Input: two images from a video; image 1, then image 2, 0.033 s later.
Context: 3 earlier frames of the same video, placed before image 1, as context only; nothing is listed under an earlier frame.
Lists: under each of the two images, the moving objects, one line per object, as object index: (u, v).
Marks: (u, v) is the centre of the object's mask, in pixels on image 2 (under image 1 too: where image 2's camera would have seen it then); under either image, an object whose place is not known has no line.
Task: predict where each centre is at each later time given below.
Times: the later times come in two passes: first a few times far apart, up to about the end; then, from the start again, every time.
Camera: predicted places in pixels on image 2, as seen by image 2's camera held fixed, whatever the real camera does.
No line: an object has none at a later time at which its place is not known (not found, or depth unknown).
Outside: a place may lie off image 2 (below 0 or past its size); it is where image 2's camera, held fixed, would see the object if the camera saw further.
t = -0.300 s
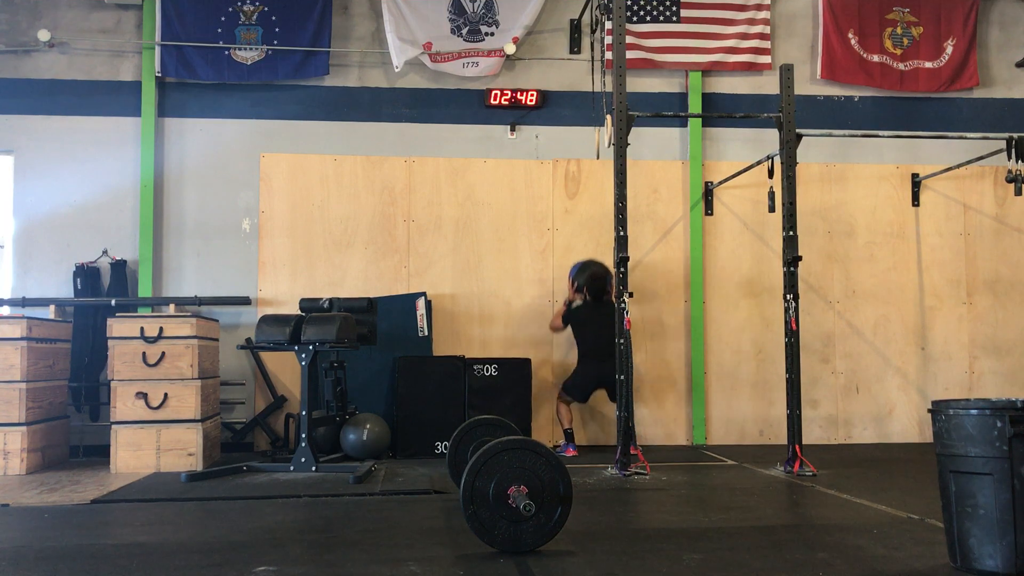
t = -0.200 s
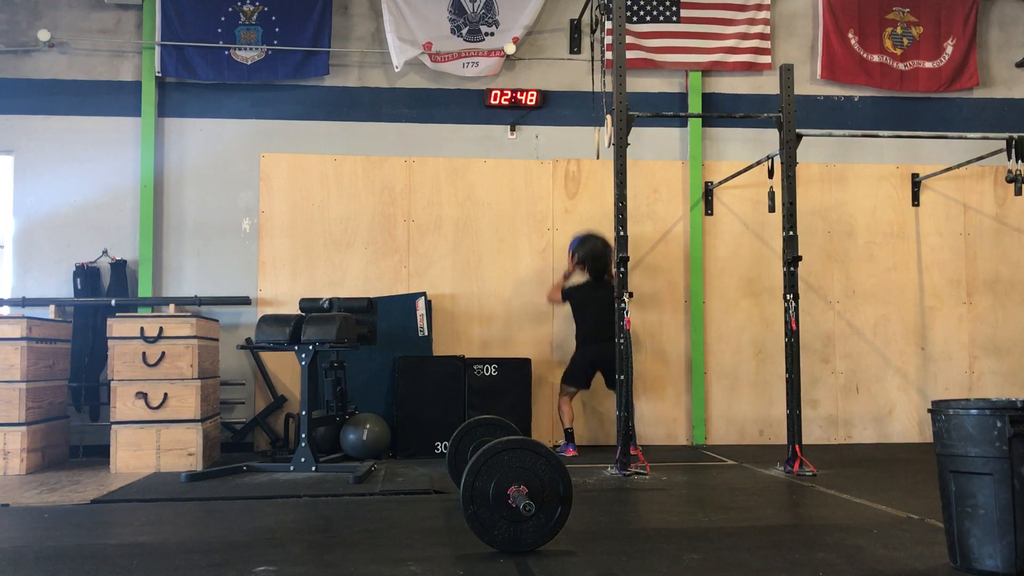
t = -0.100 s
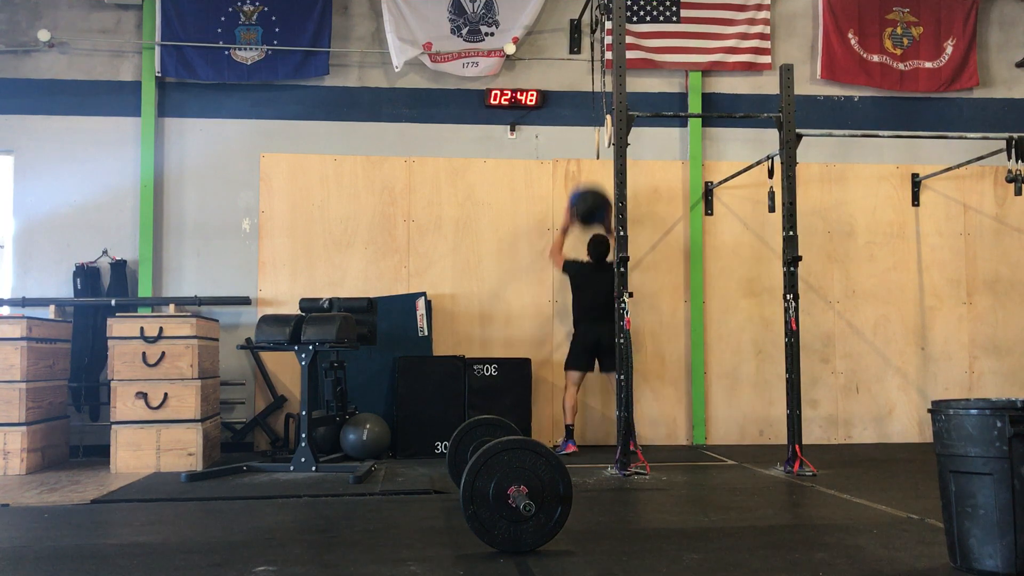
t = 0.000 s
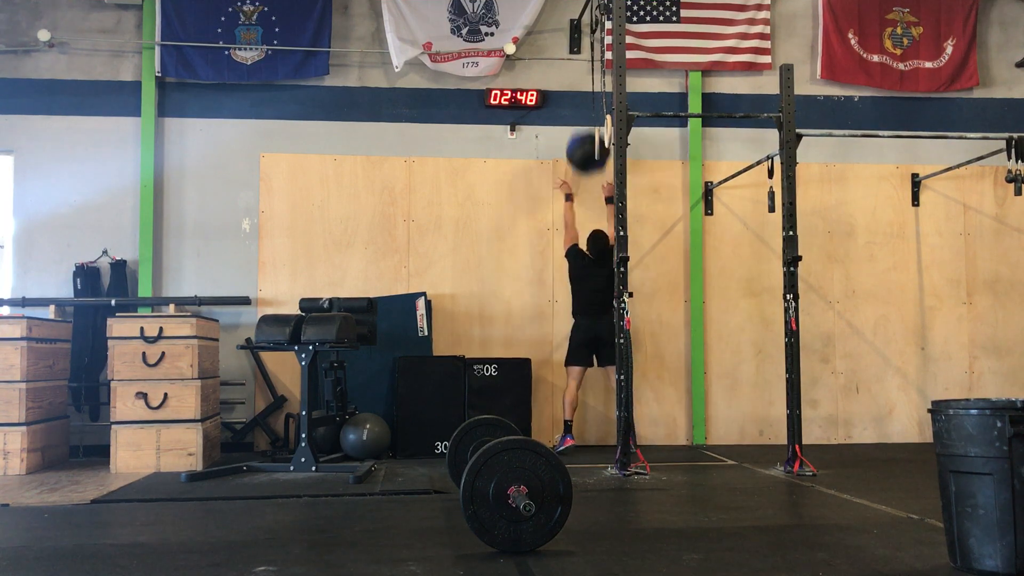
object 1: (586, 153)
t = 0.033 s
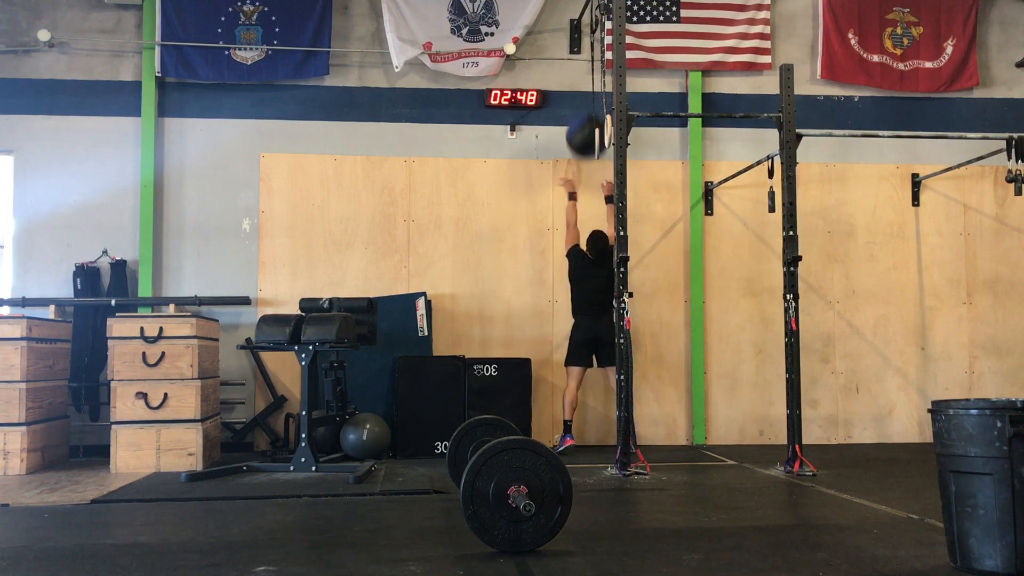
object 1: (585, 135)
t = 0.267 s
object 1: (583, 64)
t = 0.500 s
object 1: (582, 57)
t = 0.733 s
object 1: (581, 110)
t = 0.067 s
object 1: (585, 121)
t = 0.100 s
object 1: (583, 108)
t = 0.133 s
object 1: (583, 95)
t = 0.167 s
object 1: (584, 86)
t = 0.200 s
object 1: (584, 77)
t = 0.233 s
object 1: (583, 71)
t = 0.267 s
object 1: (583, 64)
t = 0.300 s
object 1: (583, 60)
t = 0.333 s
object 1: (582, 56)
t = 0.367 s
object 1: (582, 54)
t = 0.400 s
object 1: (582, 53)
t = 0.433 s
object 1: (582, 53)
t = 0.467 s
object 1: (582, 54)
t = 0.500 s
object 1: (582, 57)
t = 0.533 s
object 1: (582, 61)
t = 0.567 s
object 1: (582, 66)
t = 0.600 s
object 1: (582, 73)
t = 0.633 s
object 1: (582, 80)
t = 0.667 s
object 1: (582, 90)
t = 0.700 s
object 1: (581, 100)
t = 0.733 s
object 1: (581, 110)
